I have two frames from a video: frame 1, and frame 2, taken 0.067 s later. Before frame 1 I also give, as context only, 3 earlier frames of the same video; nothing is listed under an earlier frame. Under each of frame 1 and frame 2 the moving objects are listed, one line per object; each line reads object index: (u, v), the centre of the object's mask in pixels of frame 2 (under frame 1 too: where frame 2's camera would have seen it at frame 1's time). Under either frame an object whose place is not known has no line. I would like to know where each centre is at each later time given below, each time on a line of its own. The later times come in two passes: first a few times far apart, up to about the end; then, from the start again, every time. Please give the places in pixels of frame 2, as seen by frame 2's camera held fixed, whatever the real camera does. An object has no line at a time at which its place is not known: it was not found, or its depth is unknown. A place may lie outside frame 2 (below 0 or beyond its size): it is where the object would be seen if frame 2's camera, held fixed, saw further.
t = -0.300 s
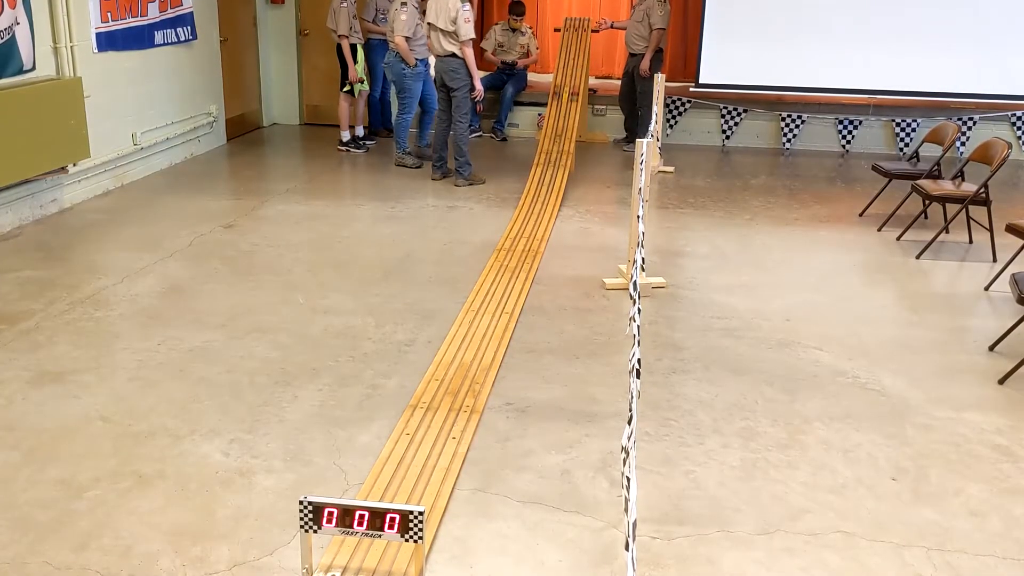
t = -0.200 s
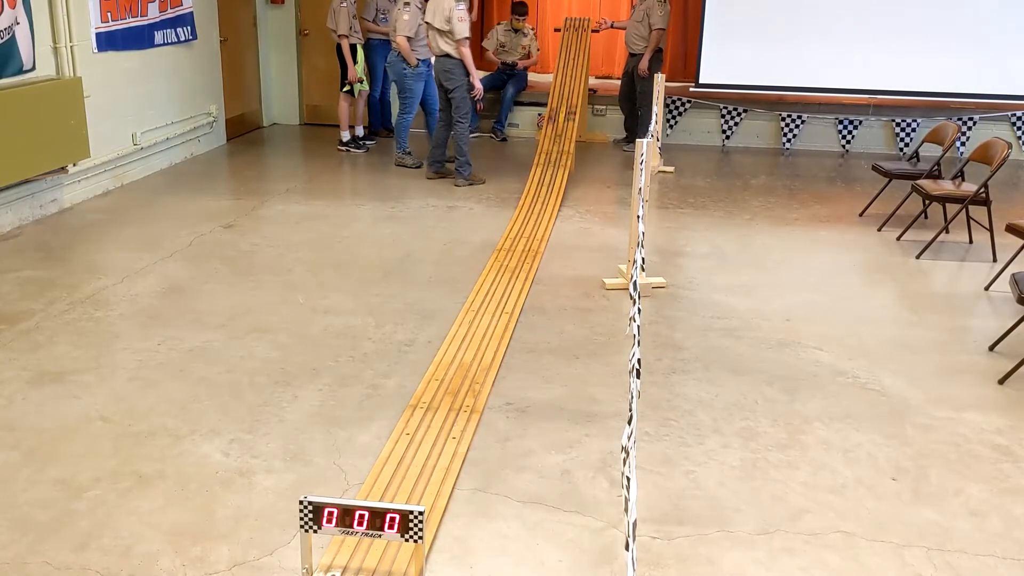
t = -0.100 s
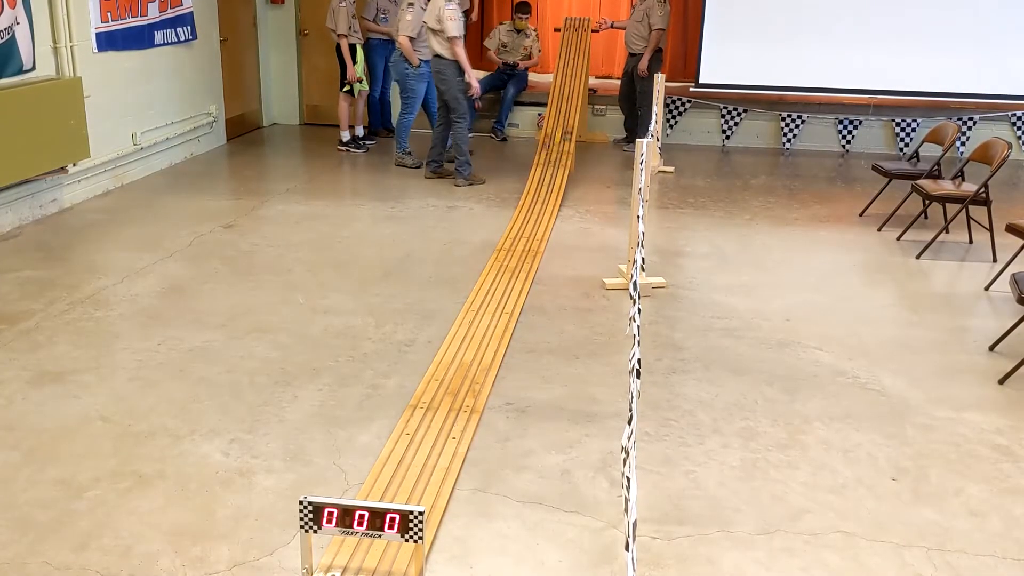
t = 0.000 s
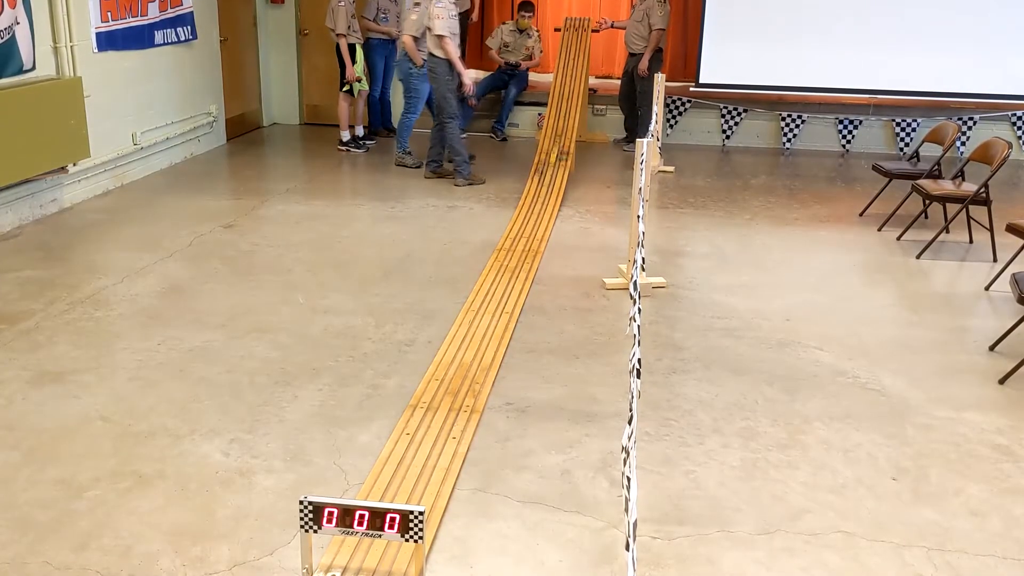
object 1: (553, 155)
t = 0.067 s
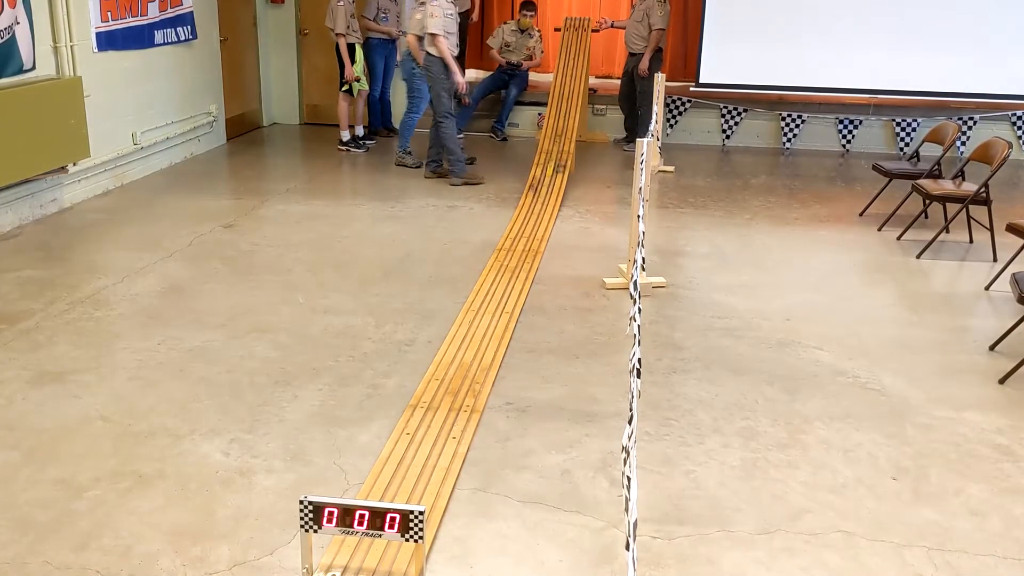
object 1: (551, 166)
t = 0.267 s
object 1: (539, 202)
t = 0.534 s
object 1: (521, 242)
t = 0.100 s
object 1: (548, 175)
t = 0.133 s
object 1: (546, 180)
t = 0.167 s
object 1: (544, 186)
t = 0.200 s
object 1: (544, 189)
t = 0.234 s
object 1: (541, 197)
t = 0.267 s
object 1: (539, 202)
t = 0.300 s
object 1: (537, 207)
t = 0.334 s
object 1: (535, 213)
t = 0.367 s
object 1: (532, 218)
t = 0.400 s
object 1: (530, 224)
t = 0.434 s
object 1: (528, 228)
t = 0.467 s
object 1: (524, 236)
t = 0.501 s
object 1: (523, 238)
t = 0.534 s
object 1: (521, 242)
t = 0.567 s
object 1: (517, 249)
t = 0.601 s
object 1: (515, 254)
